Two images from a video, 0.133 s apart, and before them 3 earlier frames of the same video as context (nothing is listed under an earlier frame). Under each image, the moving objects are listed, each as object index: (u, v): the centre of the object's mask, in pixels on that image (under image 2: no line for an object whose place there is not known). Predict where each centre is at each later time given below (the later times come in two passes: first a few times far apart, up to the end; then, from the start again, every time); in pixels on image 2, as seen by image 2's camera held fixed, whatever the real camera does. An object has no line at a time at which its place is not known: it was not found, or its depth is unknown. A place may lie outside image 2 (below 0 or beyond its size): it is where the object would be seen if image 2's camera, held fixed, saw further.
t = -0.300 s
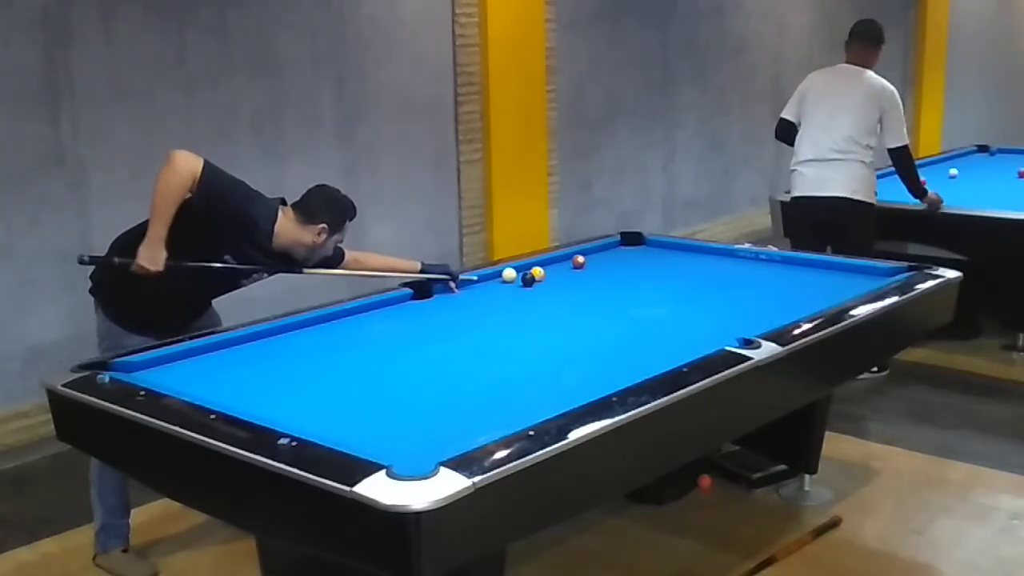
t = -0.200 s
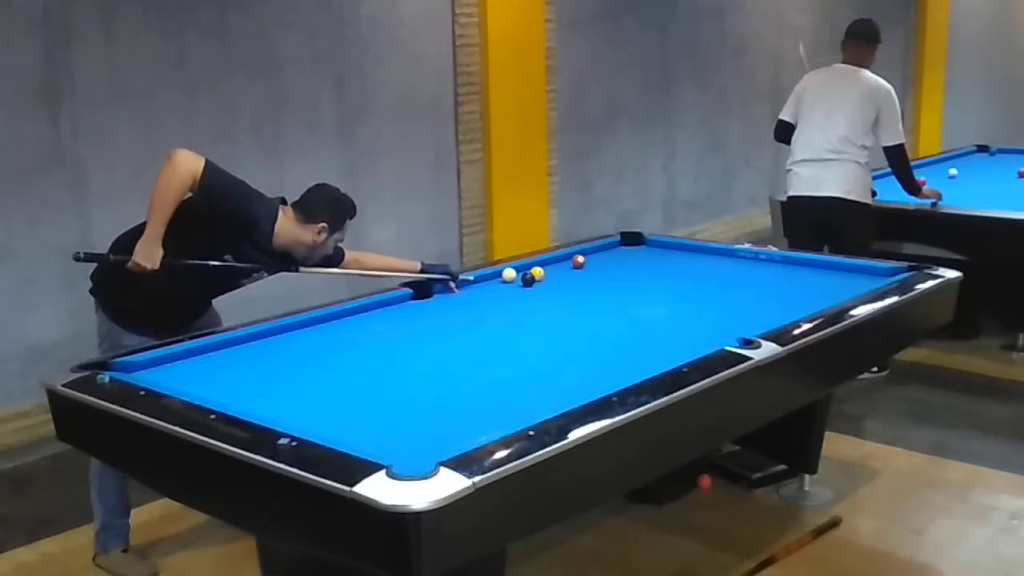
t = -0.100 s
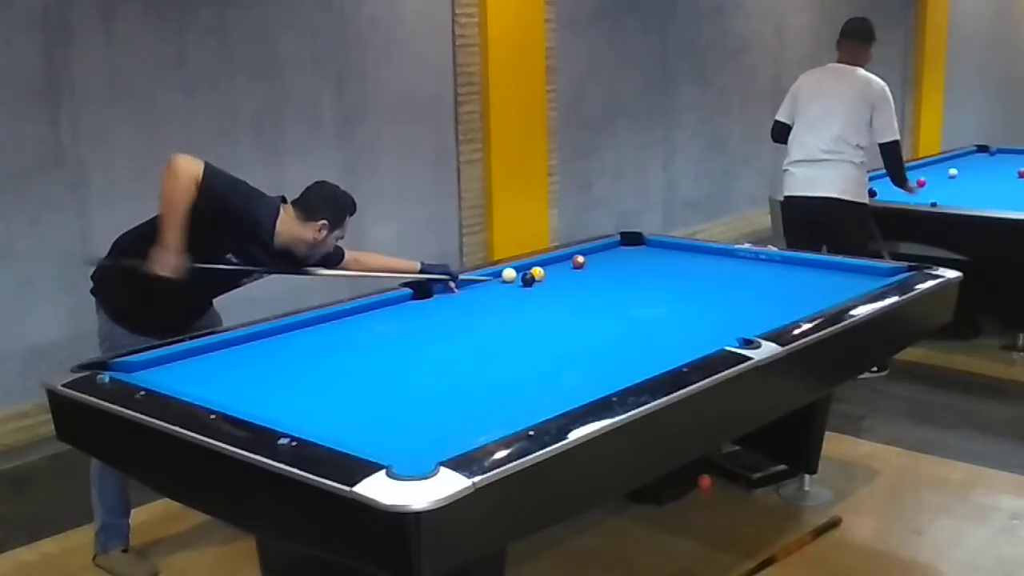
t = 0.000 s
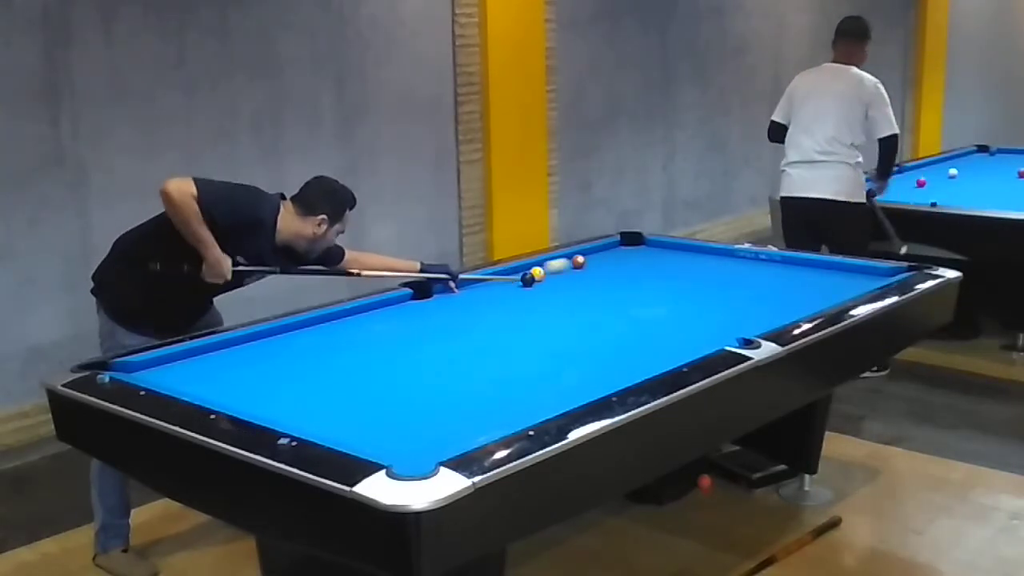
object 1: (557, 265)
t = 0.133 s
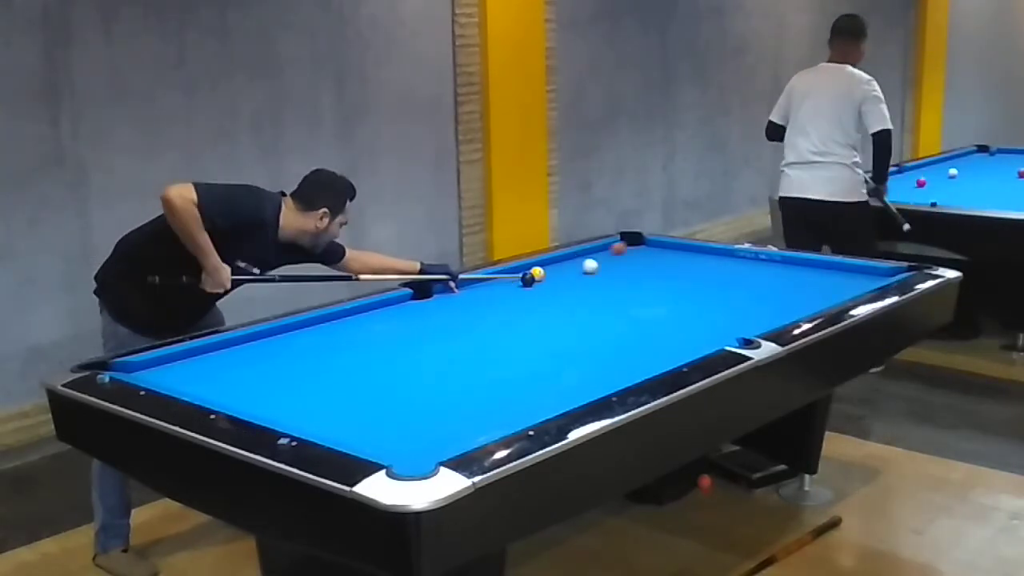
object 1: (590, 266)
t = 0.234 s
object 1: (602, 269)
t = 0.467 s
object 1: (617, 277)
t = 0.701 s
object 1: (631, 285)
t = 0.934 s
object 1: (647, 294)
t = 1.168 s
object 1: (664, 303)
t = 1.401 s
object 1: (681, 312)
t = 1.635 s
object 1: (699, 322)
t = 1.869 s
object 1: (717, 332)
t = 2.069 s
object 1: (725, 338)
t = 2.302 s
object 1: (694, 342)
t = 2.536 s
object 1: (666, 346)
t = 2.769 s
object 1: (637, 349)
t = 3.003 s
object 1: (609, 352)
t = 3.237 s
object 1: (582, 356)
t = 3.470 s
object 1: (556, 358)
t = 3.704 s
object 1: (532, 361)
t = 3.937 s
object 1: (509, 363)
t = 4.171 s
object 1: (487, 366)
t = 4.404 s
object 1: (466, 368)
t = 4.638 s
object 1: (446, 371)
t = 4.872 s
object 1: (428, 373)
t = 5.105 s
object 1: (411, 375)
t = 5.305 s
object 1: (397, 376)
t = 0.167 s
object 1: (595, 267)
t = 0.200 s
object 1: (598, 268)
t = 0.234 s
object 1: (602, 269)
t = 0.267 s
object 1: (605, 270)
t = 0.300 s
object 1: (607, 272)
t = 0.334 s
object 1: (609, 273)
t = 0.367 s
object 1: (611, 274)
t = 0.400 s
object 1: (613, 275)
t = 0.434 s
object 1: (615, 276)
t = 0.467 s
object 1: (617, 277)
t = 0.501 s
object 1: (619, 278)
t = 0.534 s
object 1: (621, 279)
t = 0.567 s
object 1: (623, 281)
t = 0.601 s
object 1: (625, 282)
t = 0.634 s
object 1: (627, 283)
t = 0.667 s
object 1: (629, 284)
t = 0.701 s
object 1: (631, 285)
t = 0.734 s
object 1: (634, 287)
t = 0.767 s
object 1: (636, 288)
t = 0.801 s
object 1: (638, 289)
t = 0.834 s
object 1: (640, 290)
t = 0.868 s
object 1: (642, 291)
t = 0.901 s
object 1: (645, 293)
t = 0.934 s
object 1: (647, 294)
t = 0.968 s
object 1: (649, 296)
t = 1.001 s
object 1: (652, 297)
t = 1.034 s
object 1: (654, 298)
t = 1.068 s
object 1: (656, 299)
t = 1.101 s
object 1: (659, 301)
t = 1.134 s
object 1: (661, 302)
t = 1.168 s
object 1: (664, 303)
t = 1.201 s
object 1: (666, 304)
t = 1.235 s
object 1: (668, 306)
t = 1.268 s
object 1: (671, 307)
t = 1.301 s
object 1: (673, 308)
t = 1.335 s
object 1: (676, 310)
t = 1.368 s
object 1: (678, 311)
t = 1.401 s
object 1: (681, 312)
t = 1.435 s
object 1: (683, 314)
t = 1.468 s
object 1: (686, 315)
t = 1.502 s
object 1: (688, 316)
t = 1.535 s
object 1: (691, 318)
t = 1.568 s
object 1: (694, 319)
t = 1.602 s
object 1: (696, 321)
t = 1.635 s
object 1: (699, 322)
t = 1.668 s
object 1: (701, 323)
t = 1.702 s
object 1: (704, 325)
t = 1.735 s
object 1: (707, 326)
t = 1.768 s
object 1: (709, 327)
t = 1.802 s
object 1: (712, 329)
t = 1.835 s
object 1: (714, 330)
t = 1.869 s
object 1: (717, 332)
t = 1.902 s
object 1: (720, 333)
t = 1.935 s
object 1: (723, 334)
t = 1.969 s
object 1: (725, 336)
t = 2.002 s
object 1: (727, 336)
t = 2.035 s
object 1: (730, 337)
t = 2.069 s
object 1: (725, 338)
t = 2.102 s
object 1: (721, 338)
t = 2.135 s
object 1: (717, 339)
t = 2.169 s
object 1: (712, 339)
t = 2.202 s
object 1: (708, 340)
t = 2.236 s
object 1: (703, 341)
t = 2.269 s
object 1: (699, 341)
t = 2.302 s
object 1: (694, 342)
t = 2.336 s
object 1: (690, 342)
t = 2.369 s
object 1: (686, 343)
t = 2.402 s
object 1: (682, 344)
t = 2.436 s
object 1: (678, 345)
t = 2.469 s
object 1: (674, 345)
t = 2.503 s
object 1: (670, 346)
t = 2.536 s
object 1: (666, 346)
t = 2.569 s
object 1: (661, 347)
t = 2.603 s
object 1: (657, 347)
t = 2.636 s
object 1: (653, 347)
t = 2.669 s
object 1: (649, 348)
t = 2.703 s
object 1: (645, 348)
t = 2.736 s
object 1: (641, 349)
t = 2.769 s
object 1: (637, 349)
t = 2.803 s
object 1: (632, 350)
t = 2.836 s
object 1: (628, 350)
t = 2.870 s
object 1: (625, 351)
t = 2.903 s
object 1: (620, 351)
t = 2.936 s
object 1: (617, 352)
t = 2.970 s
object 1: (613, 352)
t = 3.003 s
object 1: (609, 352)
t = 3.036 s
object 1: (605, 353)
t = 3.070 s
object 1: (601, 353)
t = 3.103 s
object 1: (597, 354)
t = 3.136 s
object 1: (594, 354)
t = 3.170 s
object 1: (590, 355)
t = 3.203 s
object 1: (586, 355)
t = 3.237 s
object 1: (582, 356)
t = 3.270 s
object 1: (579, 356)
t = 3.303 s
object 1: (575, 356)
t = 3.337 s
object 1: (571, 357)
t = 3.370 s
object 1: (568, 357)
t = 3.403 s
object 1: (564, 358)
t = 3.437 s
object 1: (560, 358)
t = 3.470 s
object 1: (556, 358)
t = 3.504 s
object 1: (553, 359)
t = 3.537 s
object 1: (549, 359)
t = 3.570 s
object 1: (546, 360)
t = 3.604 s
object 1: (542, 360)
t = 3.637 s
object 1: (539, 360)
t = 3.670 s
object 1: (536, 361)
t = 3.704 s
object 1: (532, 361)
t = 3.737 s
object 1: (529, 361)
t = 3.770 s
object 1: (525, 362)
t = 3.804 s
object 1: (522, 362)
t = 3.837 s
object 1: (519, 362)
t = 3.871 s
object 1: (515, 363)
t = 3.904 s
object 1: (512, 363)
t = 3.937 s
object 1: (509, 363)
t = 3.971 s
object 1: (506, 364)
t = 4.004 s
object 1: (502, 364)
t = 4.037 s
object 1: (499, 365)
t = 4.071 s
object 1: (496, 365)
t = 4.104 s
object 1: (493, 365)
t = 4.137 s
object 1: (490, 366)
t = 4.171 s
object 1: (487, 366)
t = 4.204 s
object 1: (484, 366)
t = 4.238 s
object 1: (481, 367)
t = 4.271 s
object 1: (478, 367)
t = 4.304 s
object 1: (475, 367)
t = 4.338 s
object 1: (472, 368)
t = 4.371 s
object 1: (469, 368)
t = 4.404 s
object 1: (466, 368)
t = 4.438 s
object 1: (463, 369)
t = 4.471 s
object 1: (460, 369)
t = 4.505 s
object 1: (457, 369)
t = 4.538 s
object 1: (455, 370)
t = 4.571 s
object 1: (452, 370)
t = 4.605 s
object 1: (449, 370)
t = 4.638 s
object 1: (446, 371)
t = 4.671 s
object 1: (444, 371)
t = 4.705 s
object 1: (441, 371)
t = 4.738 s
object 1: (438, 372)
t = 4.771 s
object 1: (436, 372)
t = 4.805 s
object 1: (433, 372)
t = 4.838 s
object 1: (430, 372)
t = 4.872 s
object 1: (428, 373)
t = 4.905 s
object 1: (425, 373)
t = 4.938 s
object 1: (423, 373)
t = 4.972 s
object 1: (420, 374)
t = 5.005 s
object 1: (418, 374)
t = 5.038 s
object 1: (416, 374)
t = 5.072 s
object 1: (413, 375)
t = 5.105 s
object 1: (411, 375)
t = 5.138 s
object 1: (408, 375)
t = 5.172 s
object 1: (406, 375)
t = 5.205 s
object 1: (403, 375)
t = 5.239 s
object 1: (401, 376)
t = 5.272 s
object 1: (399, 376)
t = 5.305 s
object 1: (397, 376)
